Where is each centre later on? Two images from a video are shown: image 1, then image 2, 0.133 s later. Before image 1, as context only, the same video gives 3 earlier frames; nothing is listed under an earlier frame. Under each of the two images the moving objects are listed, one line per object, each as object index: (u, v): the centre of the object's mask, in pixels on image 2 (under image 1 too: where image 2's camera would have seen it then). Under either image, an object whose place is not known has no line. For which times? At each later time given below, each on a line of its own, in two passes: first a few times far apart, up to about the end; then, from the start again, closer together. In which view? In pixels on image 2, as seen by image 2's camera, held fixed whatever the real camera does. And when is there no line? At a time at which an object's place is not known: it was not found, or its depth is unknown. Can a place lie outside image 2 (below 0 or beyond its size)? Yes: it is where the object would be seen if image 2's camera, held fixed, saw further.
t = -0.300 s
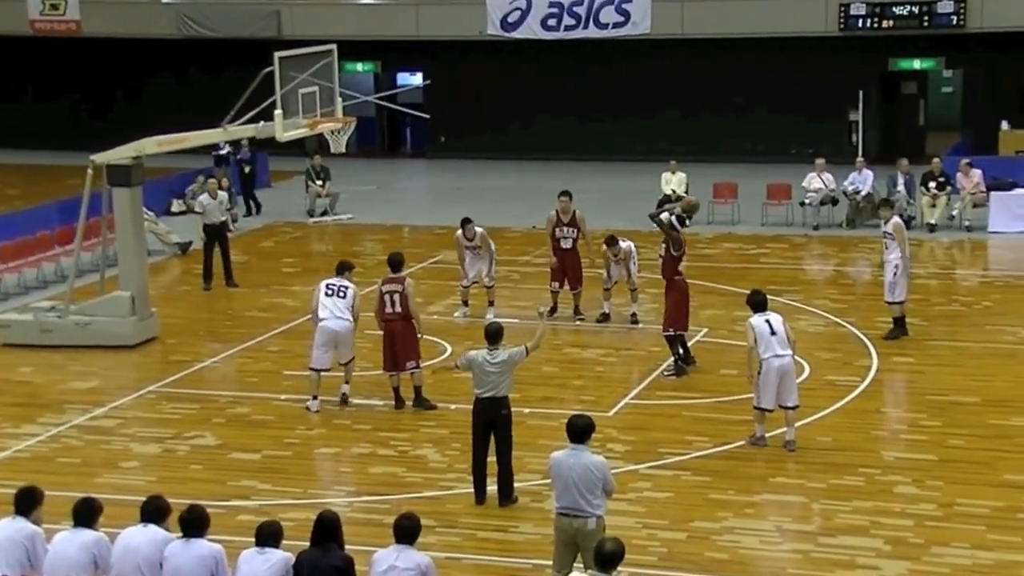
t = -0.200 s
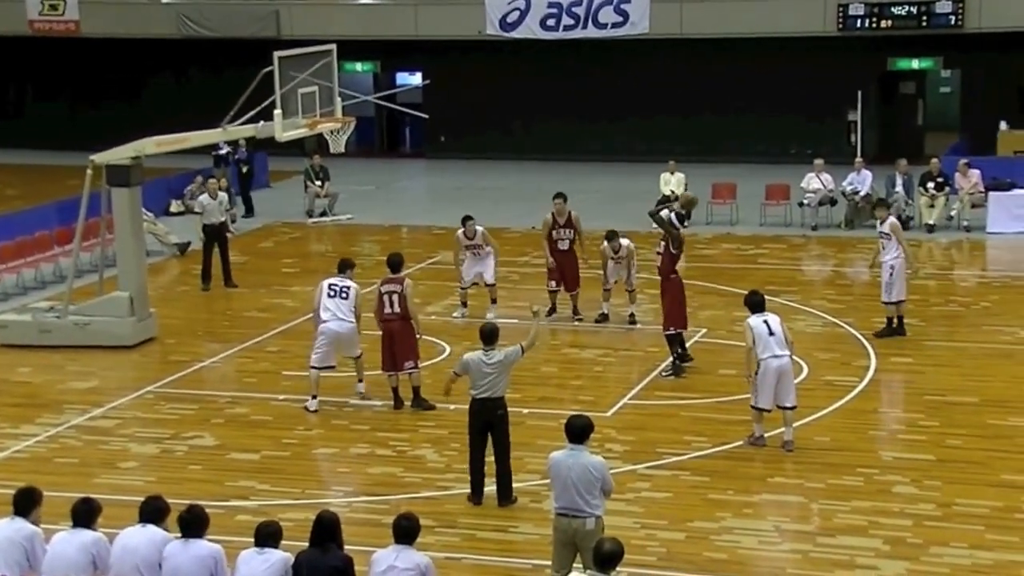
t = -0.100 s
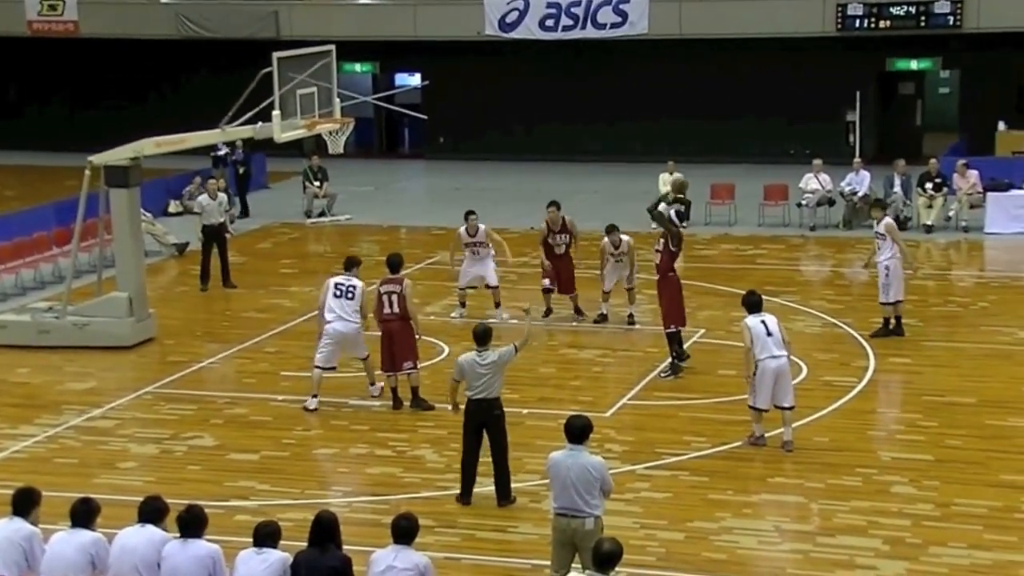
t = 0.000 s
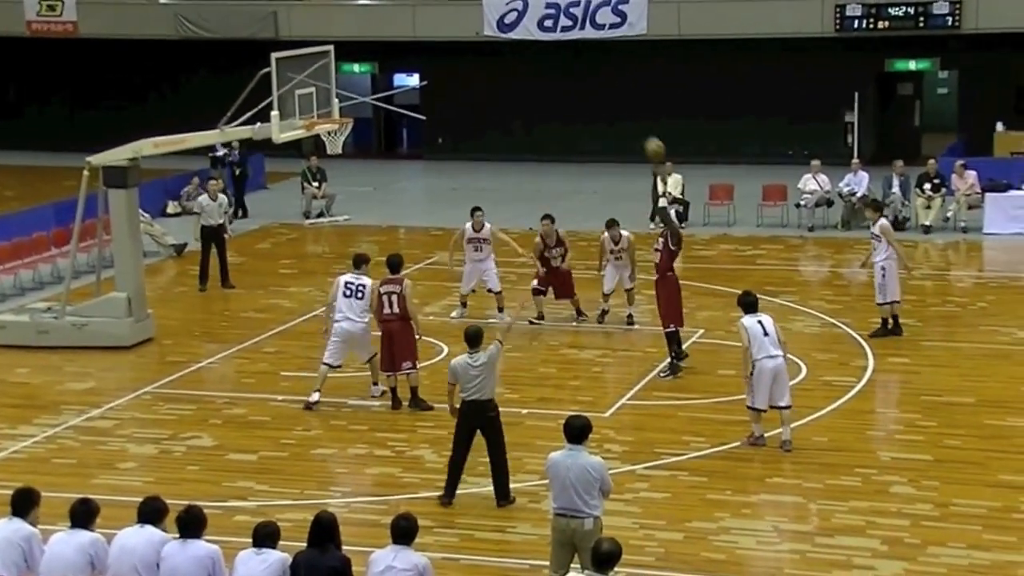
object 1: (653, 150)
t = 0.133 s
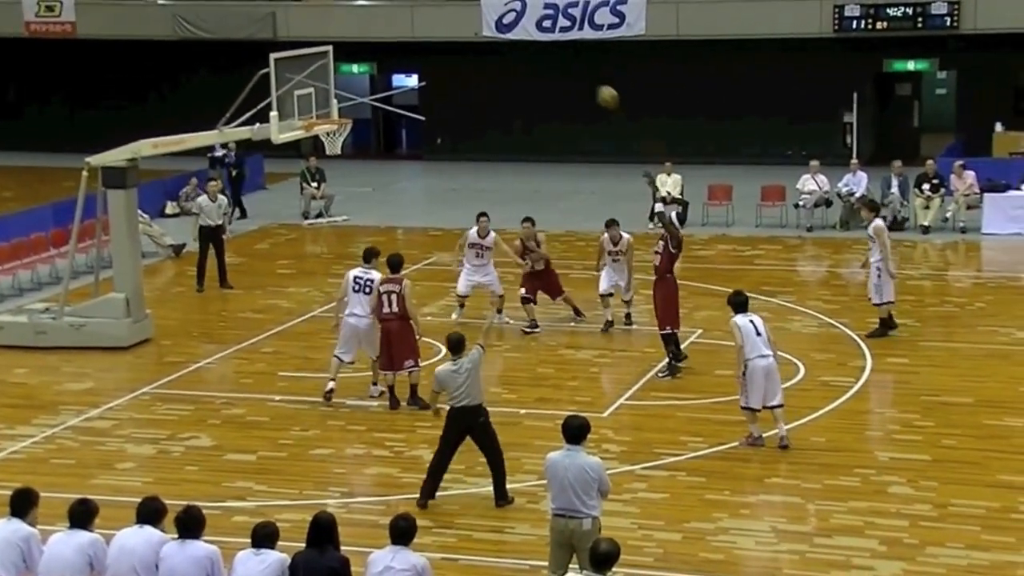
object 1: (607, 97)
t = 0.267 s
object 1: (561, 59)
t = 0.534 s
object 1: (474, 26)
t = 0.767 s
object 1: (405, 44)
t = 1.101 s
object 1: (331, 129)
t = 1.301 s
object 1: (338, 133)
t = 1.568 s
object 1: (327, 169)
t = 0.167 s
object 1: (596, 86)
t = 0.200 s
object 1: (584, 76)
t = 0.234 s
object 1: (573, 67)
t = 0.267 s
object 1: (561, 59)
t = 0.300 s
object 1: (550, 52)
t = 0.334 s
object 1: (540, 47)
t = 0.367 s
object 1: (529, 43)
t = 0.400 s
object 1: (518, 37)
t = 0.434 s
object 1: (507, 33)
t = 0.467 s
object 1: (496, 30)
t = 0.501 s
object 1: (485, 29)
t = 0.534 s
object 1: (474, 26)
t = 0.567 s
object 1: (466, 26)
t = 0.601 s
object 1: (456, 27)
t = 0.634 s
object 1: (445, 28)
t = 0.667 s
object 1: (435, 30)
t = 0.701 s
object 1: (425, 35)
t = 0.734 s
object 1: (415, 39)
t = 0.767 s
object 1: (405, 44)
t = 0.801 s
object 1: (395, 49)
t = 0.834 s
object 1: (386, 56)
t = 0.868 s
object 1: (377, 62)
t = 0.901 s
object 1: (369, 71)
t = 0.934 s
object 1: (359, 81)
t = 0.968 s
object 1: (349, 89)
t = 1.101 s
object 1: (331, 129)
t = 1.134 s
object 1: (339, 132)
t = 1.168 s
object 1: (340, 135)
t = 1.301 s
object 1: (338, 133)
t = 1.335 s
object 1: (339, 141)
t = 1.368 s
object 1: (332, 140)
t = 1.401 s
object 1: (328, 141)
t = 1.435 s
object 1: (331, 153)
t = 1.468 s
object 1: (329, 153)
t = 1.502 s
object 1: (329, 158)
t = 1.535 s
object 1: (327, 163)
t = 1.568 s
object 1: (327, 169)
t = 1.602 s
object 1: (324, 179)
